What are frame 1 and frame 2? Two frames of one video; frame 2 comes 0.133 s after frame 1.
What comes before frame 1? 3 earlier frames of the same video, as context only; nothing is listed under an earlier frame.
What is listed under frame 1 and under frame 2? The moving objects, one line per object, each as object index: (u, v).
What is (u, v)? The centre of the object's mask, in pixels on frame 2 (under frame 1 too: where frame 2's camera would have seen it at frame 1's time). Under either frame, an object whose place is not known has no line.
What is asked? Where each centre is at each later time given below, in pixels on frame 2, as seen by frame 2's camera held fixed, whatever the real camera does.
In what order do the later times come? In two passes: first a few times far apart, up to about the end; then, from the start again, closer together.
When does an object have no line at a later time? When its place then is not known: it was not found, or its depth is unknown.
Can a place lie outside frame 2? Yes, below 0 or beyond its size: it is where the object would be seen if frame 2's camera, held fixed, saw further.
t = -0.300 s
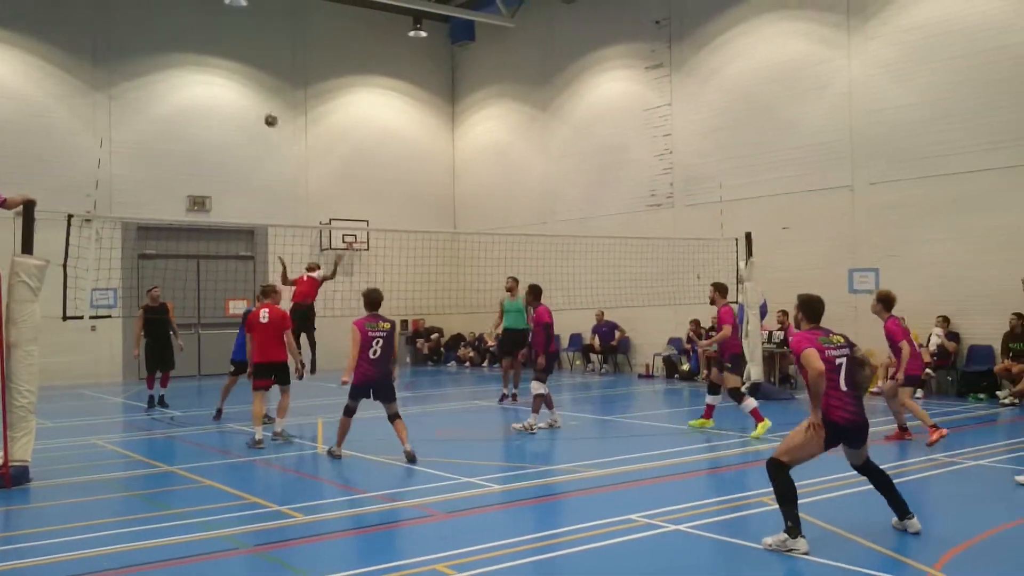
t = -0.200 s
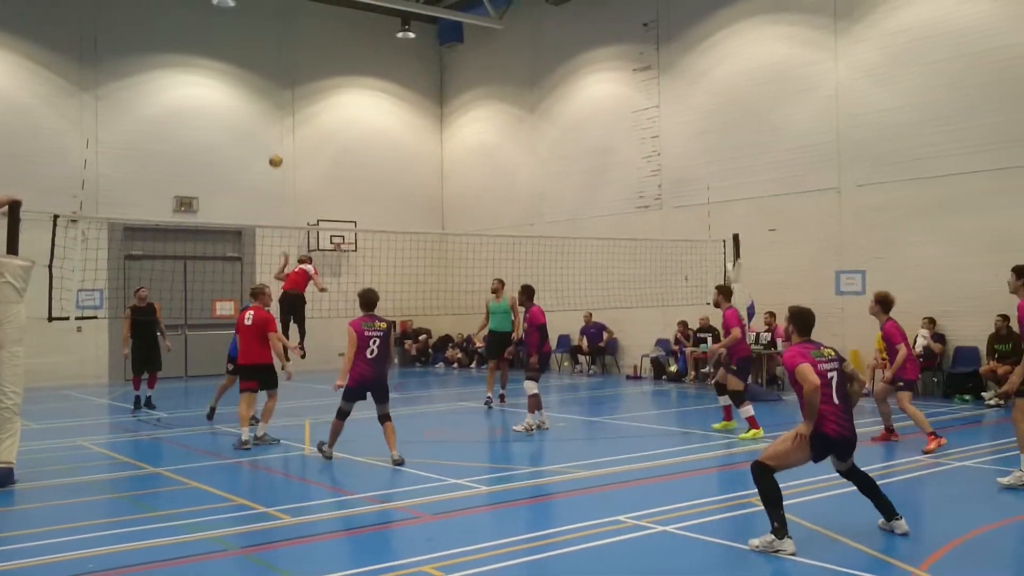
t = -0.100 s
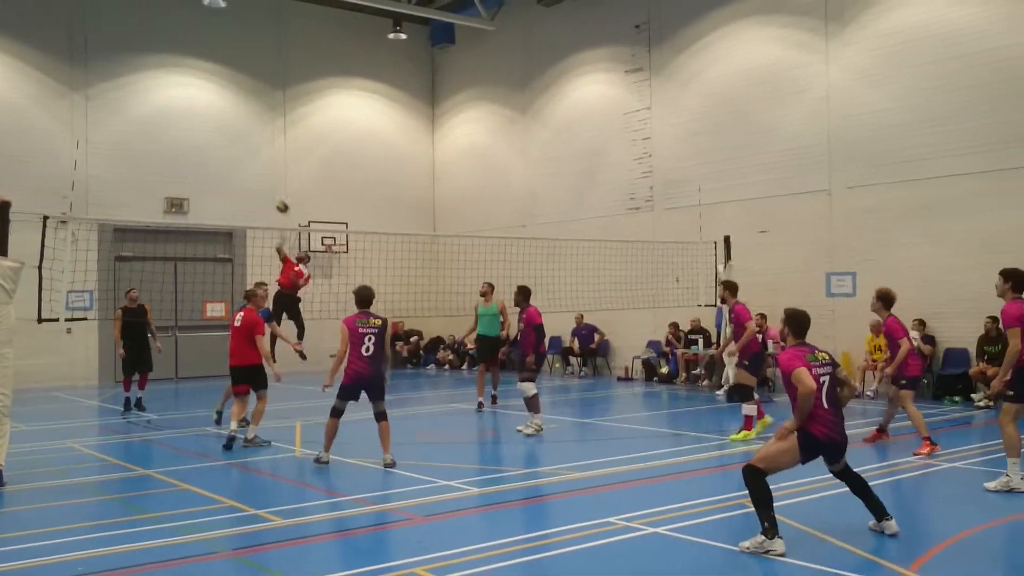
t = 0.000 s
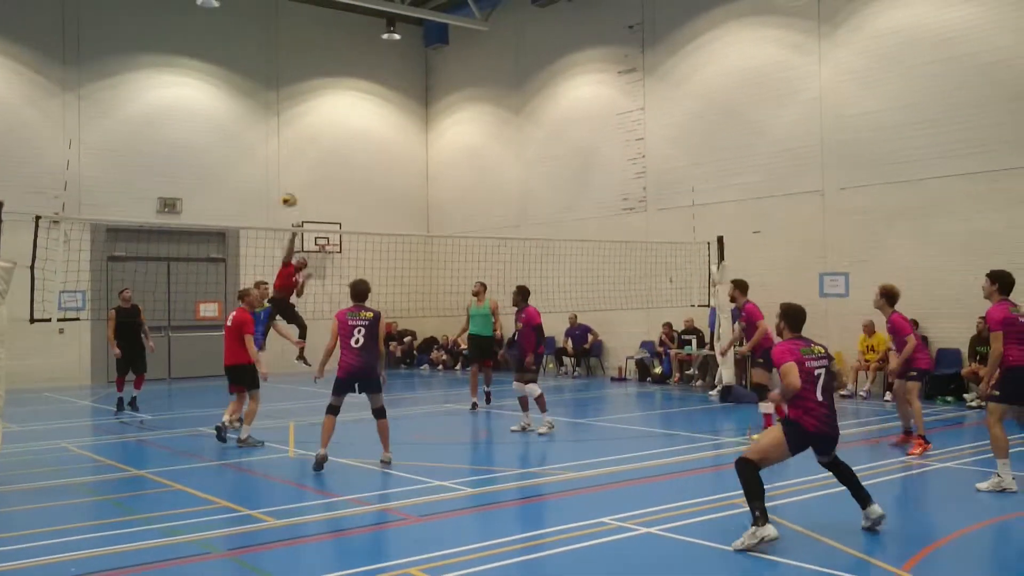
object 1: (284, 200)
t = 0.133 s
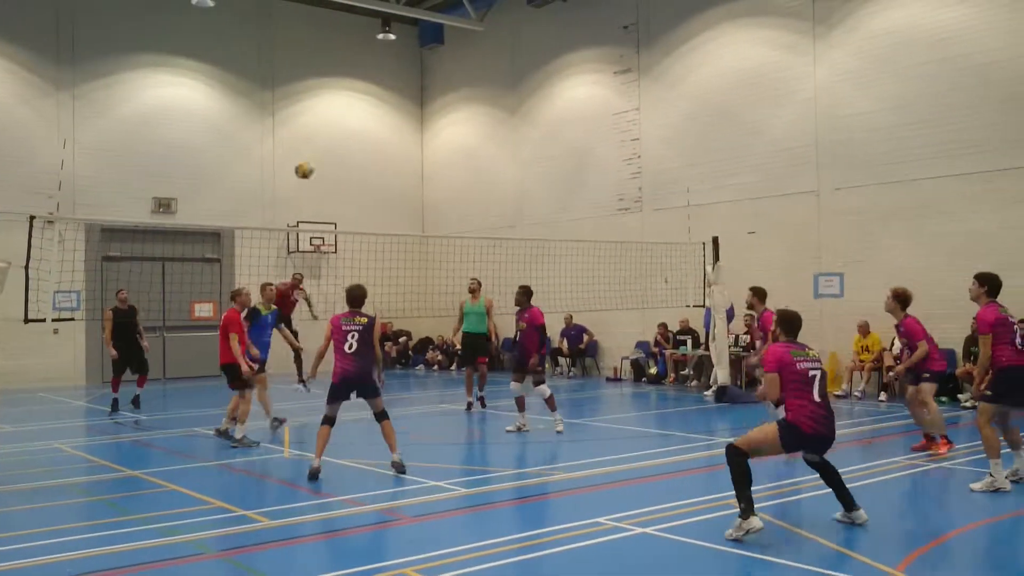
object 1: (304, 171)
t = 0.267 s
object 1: (330, 155)
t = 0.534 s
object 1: (441, 223)
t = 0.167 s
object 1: (309, 166)
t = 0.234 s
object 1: (323, 157)
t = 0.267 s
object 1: (330, 155)
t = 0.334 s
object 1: (349, 155)
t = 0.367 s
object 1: (359, 158)
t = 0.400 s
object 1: (371, 163)
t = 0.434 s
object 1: (385, 171)
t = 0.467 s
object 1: (400, 184)
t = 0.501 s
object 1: (419, 200)
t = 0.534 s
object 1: (441, 223)
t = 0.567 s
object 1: (467, 254)
